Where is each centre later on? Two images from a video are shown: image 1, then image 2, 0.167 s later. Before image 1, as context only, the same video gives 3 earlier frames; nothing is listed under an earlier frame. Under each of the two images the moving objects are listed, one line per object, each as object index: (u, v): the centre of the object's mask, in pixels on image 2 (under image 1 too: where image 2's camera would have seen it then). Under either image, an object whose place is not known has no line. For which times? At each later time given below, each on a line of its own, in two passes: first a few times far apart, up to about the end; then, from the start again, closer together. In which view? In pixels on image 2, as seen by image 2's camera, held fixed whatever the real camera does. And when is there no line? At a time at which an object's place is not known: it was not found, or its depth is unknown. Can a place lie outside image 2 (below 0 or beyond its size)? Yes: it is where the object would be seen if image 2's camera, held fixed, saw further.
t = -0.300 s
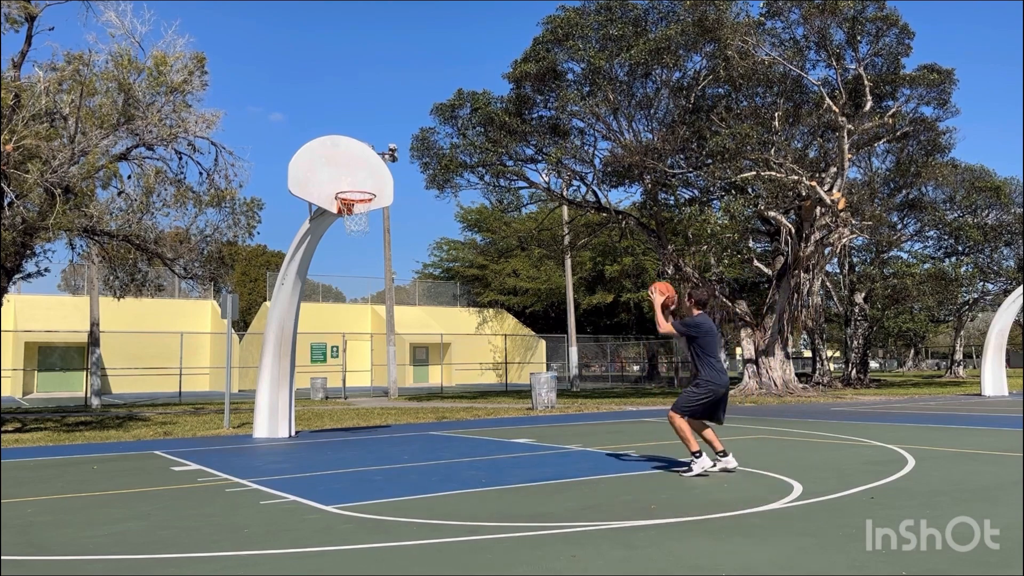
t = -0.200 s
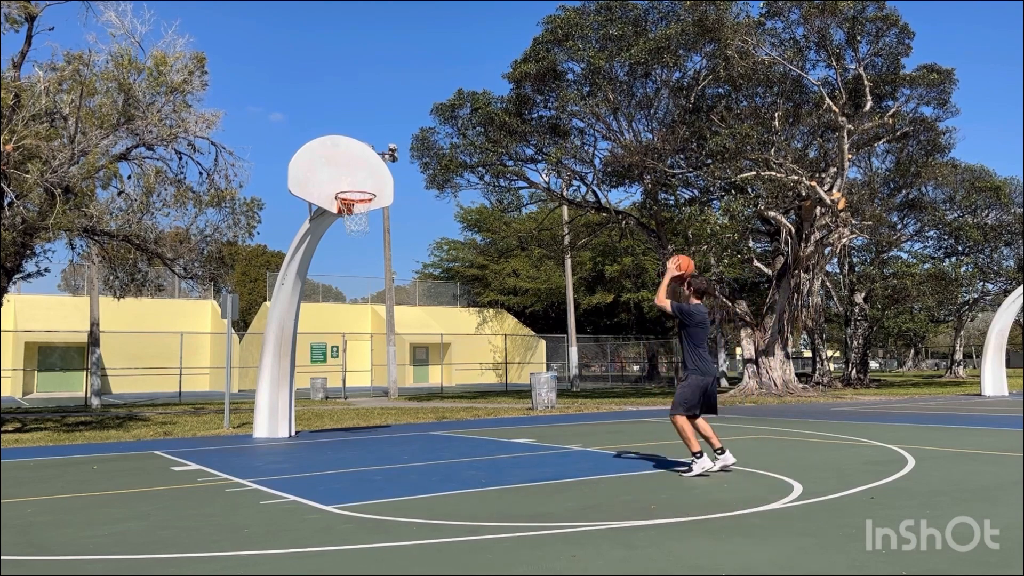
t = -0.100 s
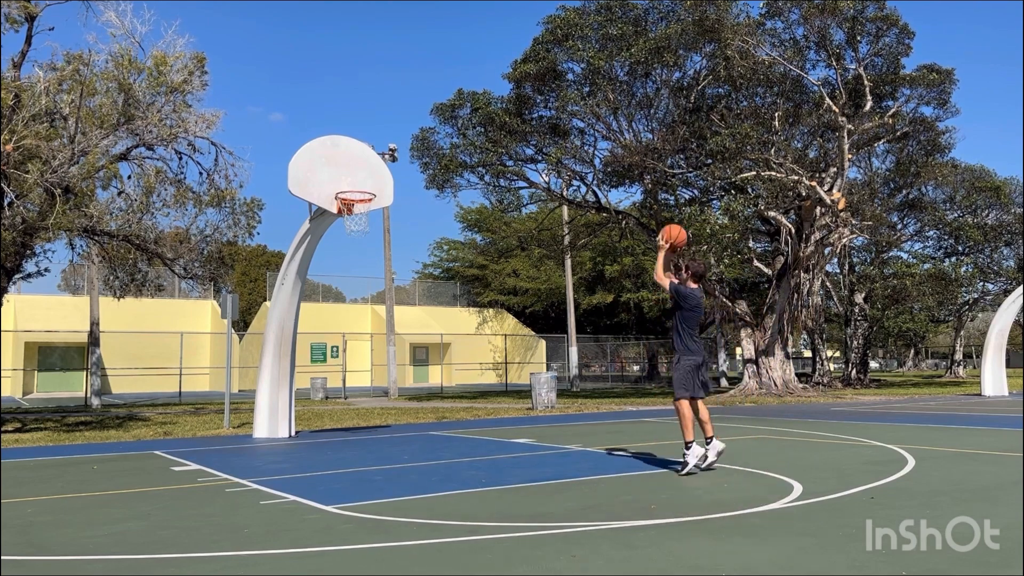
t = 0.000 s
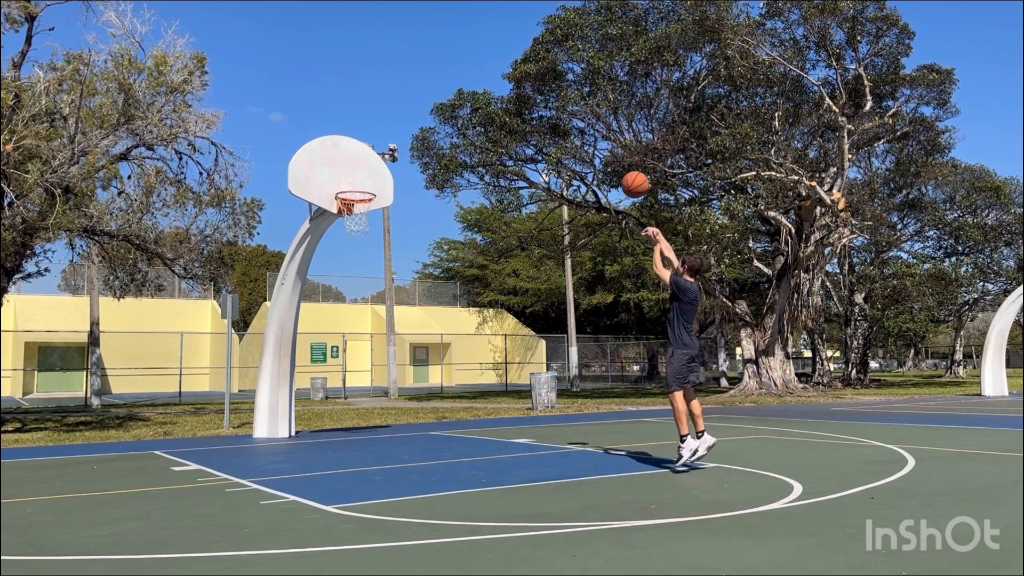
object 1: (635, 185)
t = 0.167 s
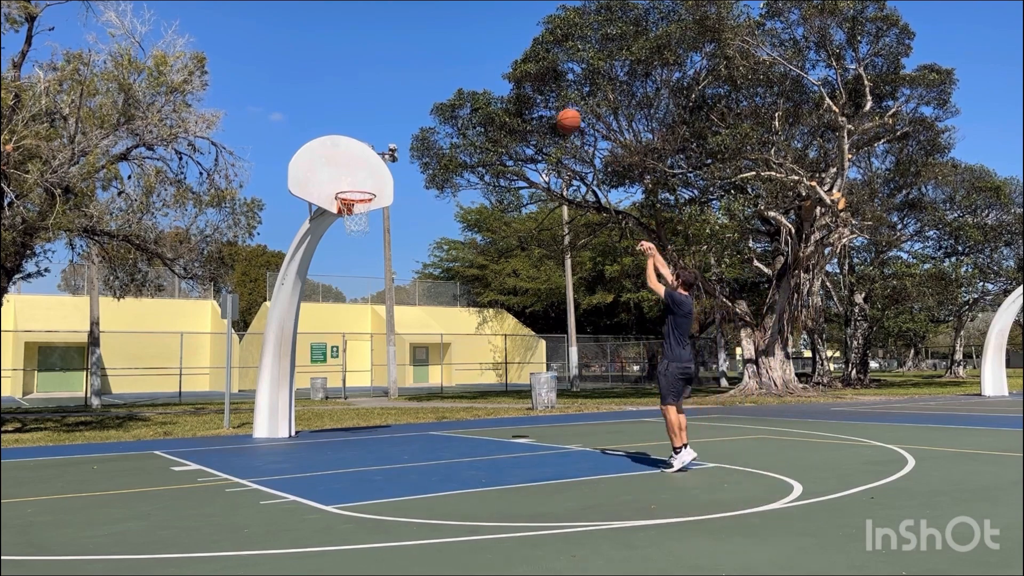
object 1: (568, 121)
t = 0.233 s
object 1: (545, 106)
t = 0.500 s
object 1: (462, 90)
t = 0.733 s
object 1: (401, 126)
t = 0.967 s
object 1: (349, 199)
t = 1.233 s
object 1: (390, 284)
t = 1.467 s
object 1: (424, 407)
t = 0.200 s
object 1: (557, 113)
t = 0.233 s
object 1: (545, 106)
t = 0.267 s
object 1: (533, 100)
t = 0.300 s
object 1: (523, 95)
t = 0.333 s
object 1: (512, 91)
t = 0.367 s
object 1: (501, 90)
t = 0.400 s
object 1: (491, 88)
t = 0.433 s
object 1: (481, 87)
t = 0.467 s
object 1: (471, 88)
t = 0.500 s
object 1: (462, 90)
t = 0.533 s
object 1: (452, 92)
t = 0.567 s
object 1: (443, 96)
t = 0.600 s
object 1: (435, 100)
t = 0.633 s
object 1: (426, 106)
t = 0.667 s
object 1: (418, 111)
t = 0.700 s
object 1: (409, 118)
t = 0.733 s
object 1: (401, 126)
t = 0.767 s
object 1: (393, 134)
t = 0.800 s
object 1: (385, 143)
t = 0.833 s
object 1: (378, 153)
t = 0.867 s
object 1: (371, 163)
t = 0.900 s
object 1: (363, 174)
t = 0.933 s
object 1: (356, 186)
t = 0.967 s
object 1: (349, 199)
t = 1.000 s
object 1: (353, 208)
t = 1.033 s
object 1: (359, 218)
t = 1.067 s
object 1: (364, 227)
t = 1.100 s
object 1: (369, 236)
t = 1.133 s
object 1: (374, 247)
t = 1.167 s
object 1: (379, 258)
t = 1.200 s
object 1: (384, 271)
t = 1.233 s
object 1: (390, 284)
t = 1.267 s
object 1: (395, 299)
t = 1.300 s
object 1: (399, 314)
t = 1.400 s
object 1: (414, 367)
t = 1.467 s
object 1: (424, 407)
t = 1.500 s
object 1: (429, 429)
